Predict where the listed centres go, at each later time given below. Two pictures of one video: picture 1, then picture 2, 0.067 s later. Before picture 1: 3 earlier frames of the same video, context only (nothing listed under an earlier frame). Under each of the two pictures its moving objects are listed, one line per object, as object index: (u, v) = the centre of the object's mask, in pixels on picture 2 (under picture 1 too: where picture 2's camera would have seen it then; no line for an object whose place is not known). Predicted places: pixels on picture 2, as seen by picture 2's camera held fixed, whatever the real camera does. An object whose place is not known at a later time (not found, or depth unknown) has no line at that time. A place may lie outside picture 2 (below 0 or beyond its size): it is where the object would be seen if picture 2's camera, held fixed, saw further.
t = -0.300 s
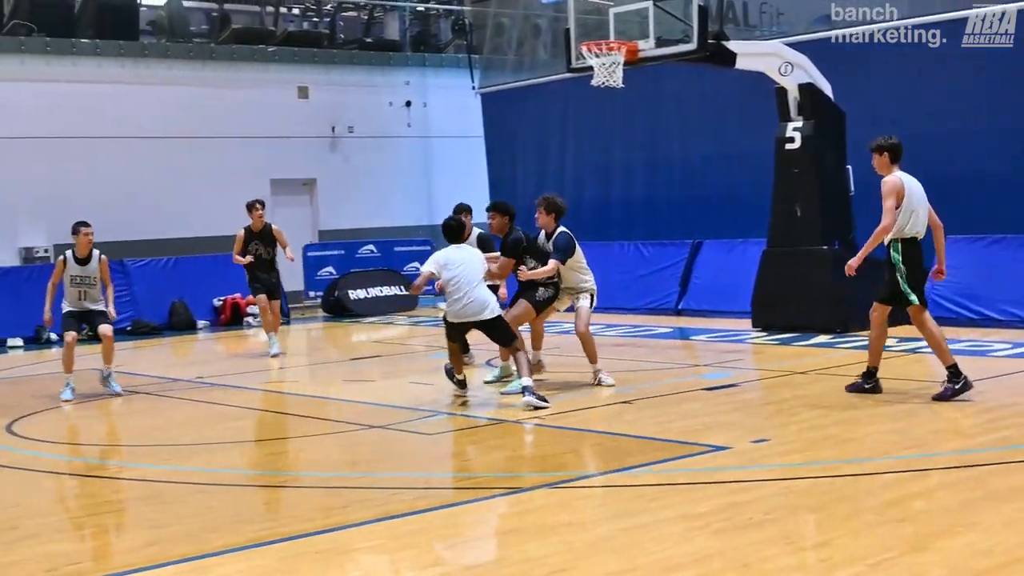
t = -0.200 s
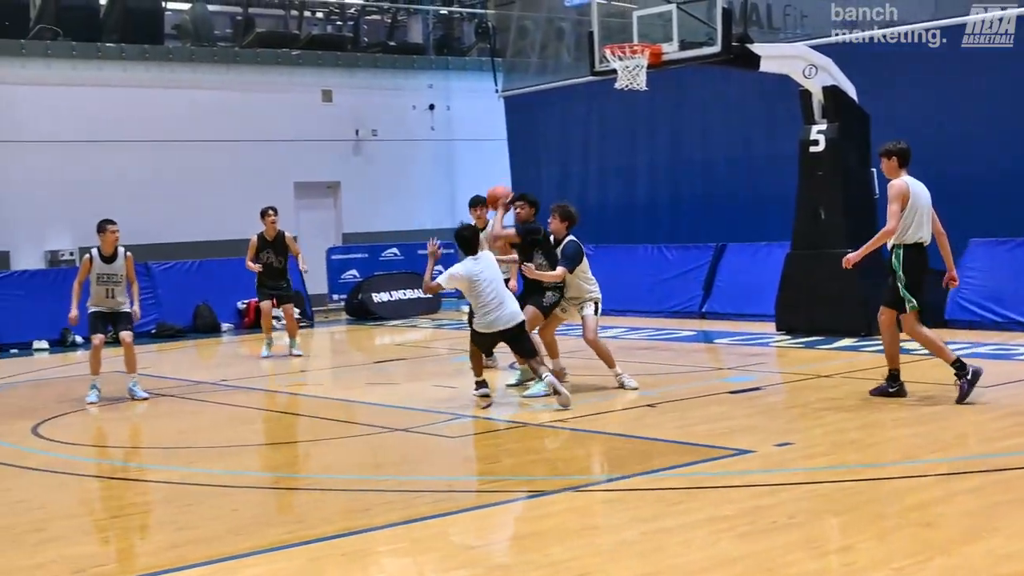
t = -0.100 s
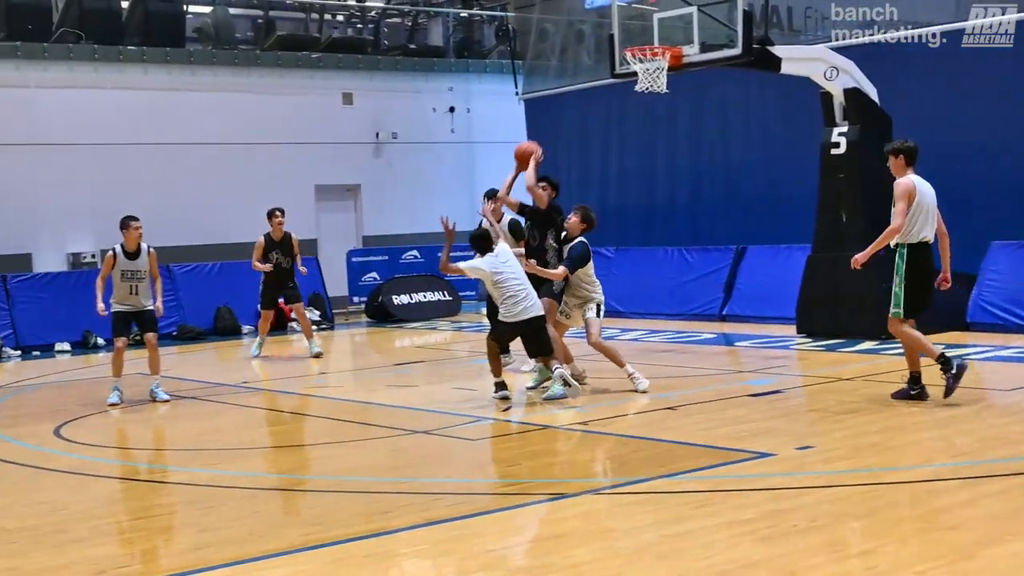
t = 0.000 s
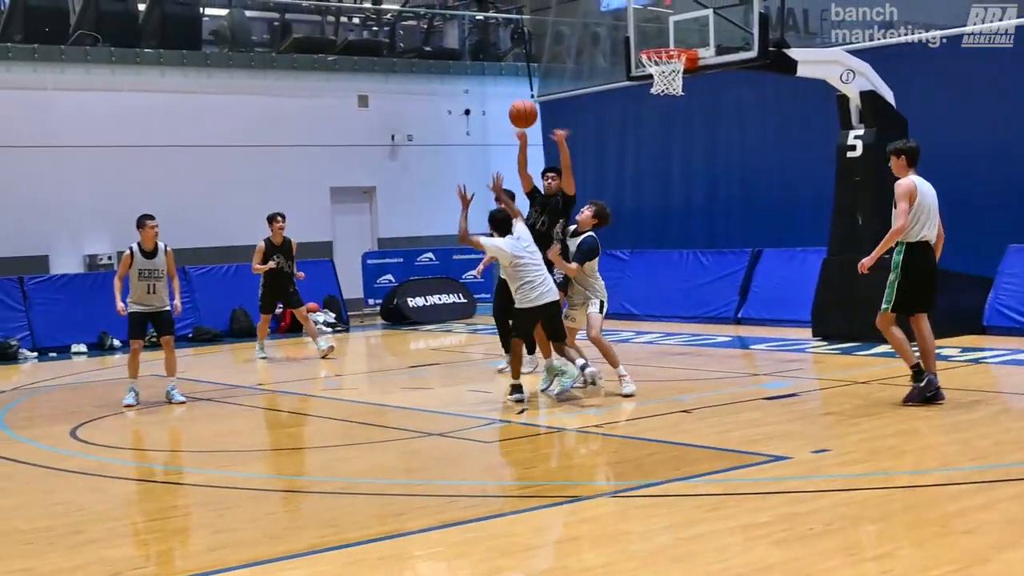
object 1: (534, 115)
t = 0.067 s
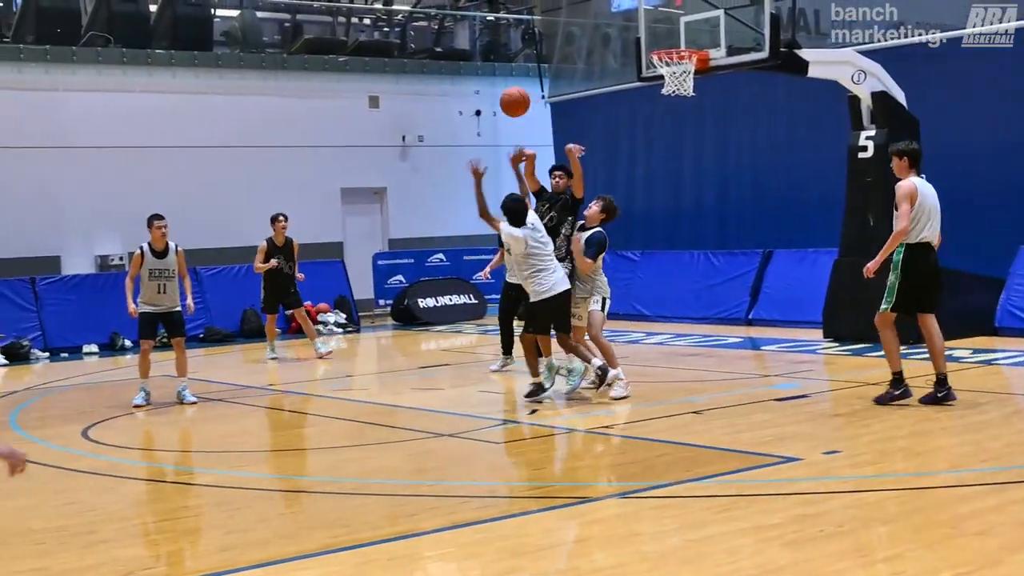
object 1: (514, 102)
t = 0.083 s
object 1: (510, 99)
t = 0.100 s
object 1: (505, 97)
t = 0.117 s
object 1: (500, 95)
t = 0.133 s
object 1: (494, 94)
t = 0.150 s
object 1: (489, 93)
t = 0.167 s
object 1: (484, 92)
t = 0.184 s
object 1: (478, 92)
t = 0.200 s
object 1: (473, 93)
